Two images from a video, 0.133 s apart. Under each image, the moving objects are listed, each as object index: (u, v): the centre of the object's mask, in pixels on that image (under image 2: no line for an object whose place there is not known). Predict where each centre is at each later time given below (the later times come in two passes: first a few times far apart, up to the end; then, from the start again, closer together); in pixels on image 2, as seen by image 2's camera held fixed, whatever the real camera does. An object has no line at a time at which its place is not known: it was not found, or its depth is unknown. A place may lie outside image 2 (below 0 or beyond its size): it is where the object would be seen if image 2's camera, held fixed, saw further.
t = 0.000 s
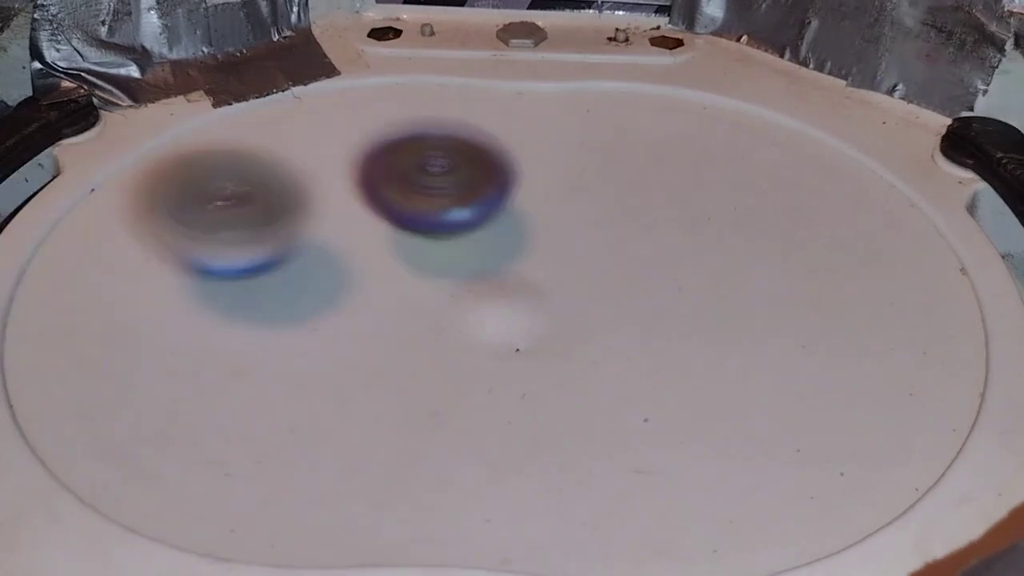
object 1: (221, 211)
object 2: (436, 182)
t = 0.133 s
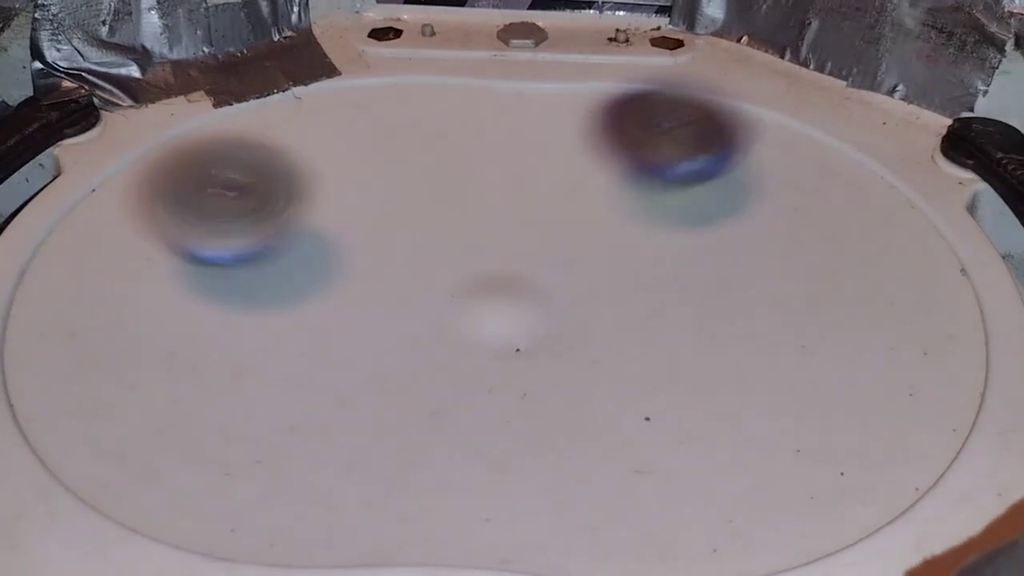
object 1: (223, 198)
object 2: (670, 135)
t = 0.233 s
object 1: (61, 168)
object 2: (801, 50)
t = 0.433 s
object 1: (270, 197)
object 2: (729, 27)
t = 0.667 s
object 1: (328, 294)
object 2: (643, 98)
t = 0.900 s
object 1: (62, 366)
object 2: (612, 322)
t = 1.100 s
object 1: (119, 204)
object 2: (956, 258)
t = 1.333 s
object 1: (557, 228)
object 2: (723, 103)
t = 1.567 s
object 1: (786, 445)
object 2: (326, 292)
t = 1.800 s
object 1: (716, 475)
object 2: (197, 451)
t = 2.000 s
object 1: (787, 449)
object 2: (341, 455)
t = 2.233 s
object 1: (795, 380)
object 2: (423, 326)
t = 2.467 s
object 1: (834, 262)
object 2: (92, 272)
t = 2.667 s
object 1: (889, 200)
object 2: (110, 373)
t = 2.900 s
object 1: (815, 189)
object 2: (361, 243)
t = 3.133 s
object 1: (655, 122)
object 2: (216, 103)
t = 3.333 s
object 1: (677, 59)
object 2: (125, 143)
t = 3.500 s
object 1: (706, 111)
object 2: (269, 210)
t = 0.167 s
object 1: (161, 193)
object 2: (738, 110)
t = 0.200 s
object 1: (95, 181)
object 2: (789, 73)
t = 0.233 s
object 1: (61, 168)
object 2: (801, 50)
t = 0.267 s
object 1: (81, 165)
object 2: (807, 50)
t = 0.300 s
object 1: (122, 177)
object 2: (796, 42)
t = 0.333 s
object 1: (166, 184)
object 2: (770, 45)
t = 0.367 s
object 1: (204, 188)
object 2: (751, 40)
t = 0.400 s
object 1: (238, 192)
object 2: (738, 33)
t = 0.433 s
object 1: (270, 197)
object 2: (729, 27)
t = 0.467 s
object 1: (296, 204)
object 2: (710, 24)
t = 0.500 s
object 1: (316, 212)
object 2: (694, 23)
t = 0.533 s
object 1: (331, 223)
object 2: (687, 27)
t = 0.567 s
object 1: (339, 237)
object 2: (684, 34)
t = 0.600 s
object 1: (342, 253)
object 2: (682, 47)
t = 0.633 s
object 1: (339, 273)
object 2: (670, 75)
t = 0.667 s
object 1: (328, 294)
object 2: (643, 98)
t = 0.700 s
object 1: (308, 316)
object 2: (607, 123)
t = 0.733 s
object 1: (280, 336)
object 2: (570, 150)
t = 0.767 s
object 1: (242, 355)
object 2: (543, 181)
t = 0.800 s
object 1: (192, 371)
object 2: (530, 216)
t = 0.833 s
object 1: (134, 380)
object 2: (537, 250)
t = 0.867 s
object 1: (87, 381)
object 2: (564, 290)
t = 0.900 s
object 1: (62, 366)
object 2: (612, 322)
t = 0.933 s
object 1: (66, 339)
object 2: (679, 344)
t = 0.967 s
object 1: (69, 308)
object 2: (755, 353)
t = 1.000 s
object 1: (71, 283)
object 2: (834, 348)
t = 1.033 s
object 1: (76, 256)
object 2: (905, 328)
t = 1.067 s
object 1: (87, 228)
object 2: (947, 297)
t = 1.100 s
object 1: (119, 204)
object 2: (956, 258)
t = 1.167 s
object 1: (224, 180)
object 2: (931, 190)
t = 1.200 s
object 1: (287, 178)
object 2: (906, 161)
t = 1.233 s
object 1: (349, 182)
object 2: (876, 134)
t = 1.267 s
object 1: (416, 192)
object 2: (834, 116)
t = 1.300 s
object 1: (487, 207)
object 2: (781, 107)
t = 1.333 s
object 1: (557, 228)
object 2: (723, 103)
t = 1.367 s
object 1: (624, 254)
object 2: (660, 108)
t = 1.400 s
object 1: (692, 285)
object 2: (594, 122)
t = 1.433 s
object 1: (758, 323)
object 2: (528, 143)
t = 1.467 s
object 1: (815, 367)
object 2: (462, 173)
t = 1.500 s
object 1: (861, 418)
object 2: (403, 206)
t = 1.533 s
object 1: (859, 449)
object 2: (357, 246)
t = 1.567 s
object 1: (786, 445)
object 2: (326, 292)
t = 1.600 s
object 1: (709, 466)
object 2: (314, 344)
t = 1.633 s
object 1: (637, 461)
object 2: (326, 397)
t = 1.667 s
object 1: (587, 459)
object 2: (350, 435)
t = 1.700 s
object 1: (629, 463)
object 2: (268, 460)
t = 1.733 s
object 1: (661, 466)
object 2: (220, 465)
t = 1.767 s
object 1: (691, 471)
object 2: (202, 455)
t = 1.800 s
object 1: (716, 475)
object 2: (197, 451)
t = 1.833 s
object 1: (742, 481)
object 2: (201, 449)
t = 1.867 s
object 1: (757, 479)
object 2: (211, 449)
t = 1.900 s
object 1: (763, 470)
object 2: (224, 457)
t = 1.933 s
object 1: (771, 460)
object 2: (244, 469)
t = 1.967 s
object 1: (777, 453)
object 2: (292, 464)
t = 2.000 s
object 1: (787, 449)
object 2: (341, 455)
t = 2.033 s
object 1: (796, 443)
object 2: (389, 442)
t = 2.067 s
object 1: (799, 436)
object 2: (426, 426)
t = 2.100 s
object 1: (800, 428)
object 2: (453, 408)
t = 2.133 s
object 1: (801, 418)
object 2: (467, 390)
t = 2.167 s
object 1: (799, 409)
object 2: (466, 369)
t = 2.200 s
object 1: (796, 395)
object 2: (450, 346)
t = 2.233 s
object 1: (795, 380)
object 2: (423, 326)
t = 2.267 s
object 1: (794, 366)
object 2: (387, 306)
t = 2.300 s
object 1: (795, 349)
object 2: (343, 290)
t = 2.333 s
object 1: (799, 331)
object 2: (295, 275)
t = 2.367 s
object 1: (803, 314)
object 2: (244, 270)
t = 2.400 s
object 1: (812, 296)
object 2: (191, 266)
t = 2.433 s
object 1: (822, 280)
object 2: (139, 267)
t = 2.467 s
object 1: (834, 262)
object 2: (92, 272)
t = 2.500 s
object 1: (846, 248)
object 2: (66, 285)
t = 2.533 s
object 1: (859, 235)
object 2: (50, 295)
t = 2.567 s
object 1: (871, 223)
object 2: (53, 316)
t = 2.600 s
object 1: (878, 214)
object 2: (70, 344)
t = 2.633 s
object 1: (885, 205)
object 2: (87, 363)
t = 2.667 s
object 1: (889, 200)
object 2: (110, 373)
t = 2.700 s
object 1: (890, 195)
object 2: (159, 377)
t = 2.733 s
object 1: (889, 192)
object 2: (217, 369)
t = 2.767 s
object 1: (885, 191)
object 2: (271, 353)
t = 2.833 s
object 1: (859, 191)
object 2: (341, 301)
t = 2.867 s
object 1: (840, 190)
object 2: (358, 273)
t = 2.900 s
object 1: (815, 189)
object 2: (361, 243)
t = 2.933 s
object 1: (790, 185)
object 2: (359, 217)
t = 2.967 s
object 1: (762, 178)
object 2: (346, 192)
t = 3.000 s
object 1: (735, 171)
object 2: (328, 168)
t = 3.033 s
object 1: (710, 161)
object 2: (305, 148)
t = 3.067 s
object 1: (687, 149)
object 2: (277, 128)
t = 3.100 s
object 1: (669, 136)
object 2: (248, 114)
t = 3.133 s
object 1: (655, 122)
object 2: (216, 103)
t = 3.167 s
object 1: (646, 109)
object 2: (188, 98)
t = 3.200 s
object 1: (642, 96)
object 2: (163, 95)
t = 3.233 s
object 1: (644, 82)
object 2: (152, 110)
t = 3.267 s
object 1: (650, 70)
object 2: (138, 120)
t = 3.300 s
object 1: (663, 63)
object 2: (127, 131)
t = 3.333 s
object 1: (677, 59)
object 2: (125, 143)
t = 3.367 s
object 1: (691, 59)
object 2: (136, 156)
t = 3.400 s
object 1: (705, 64)
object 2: (154, 175)
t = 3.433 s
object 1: (711, 73)
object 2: (184, 192)
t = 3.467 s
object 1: (712, 90)
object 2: (223, 204)
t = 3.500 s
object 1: (706, 111)
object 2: (269, 210)
